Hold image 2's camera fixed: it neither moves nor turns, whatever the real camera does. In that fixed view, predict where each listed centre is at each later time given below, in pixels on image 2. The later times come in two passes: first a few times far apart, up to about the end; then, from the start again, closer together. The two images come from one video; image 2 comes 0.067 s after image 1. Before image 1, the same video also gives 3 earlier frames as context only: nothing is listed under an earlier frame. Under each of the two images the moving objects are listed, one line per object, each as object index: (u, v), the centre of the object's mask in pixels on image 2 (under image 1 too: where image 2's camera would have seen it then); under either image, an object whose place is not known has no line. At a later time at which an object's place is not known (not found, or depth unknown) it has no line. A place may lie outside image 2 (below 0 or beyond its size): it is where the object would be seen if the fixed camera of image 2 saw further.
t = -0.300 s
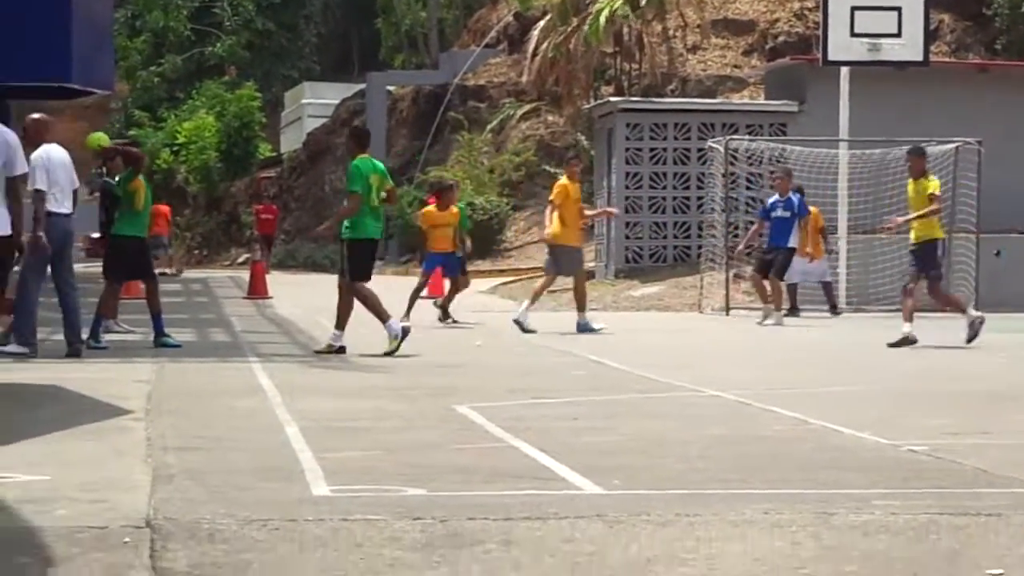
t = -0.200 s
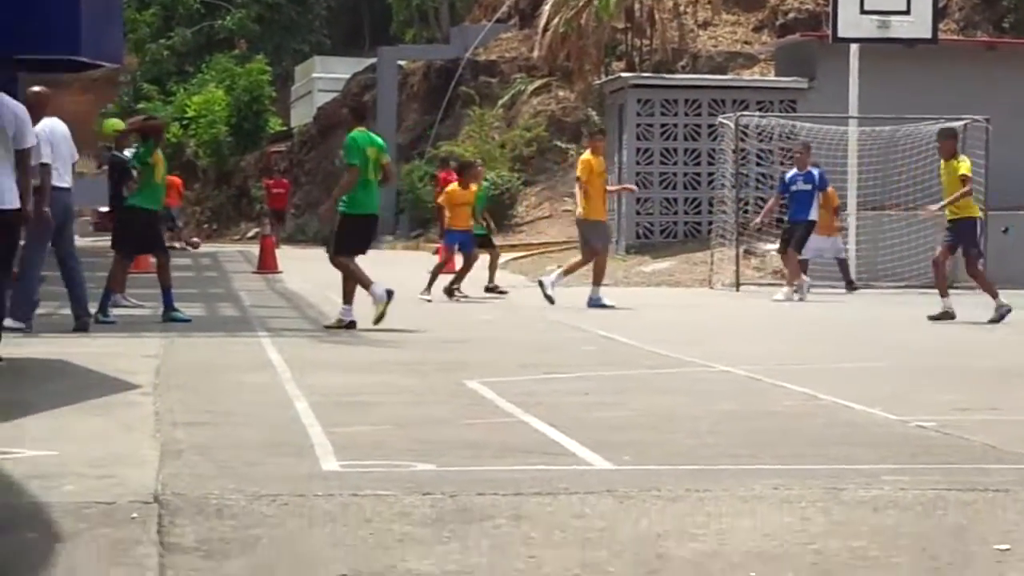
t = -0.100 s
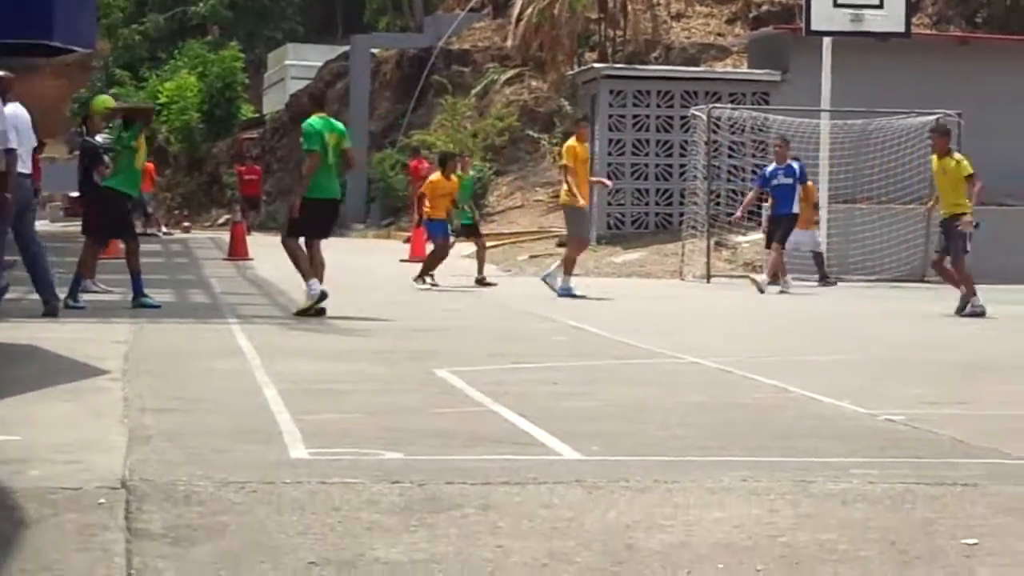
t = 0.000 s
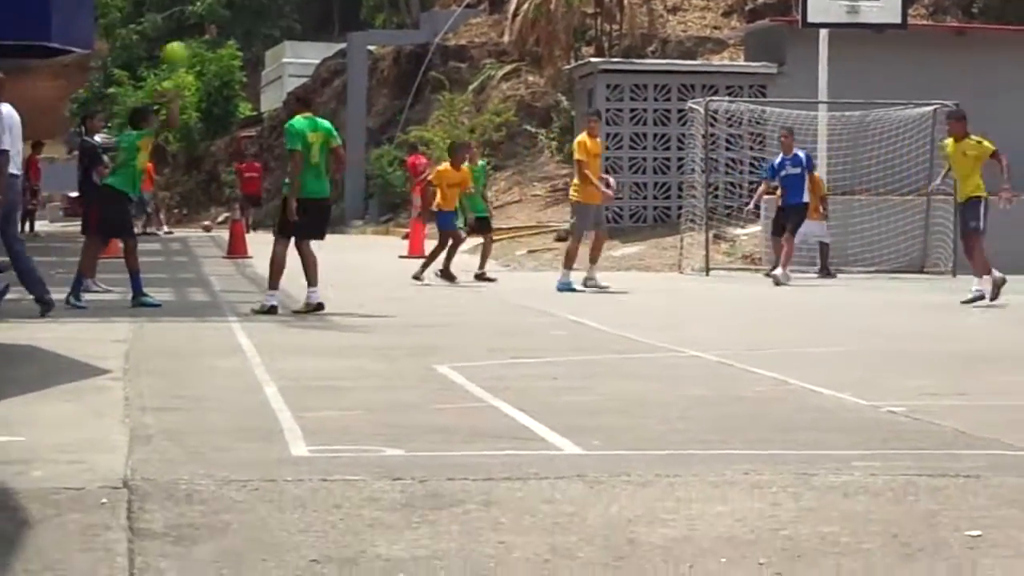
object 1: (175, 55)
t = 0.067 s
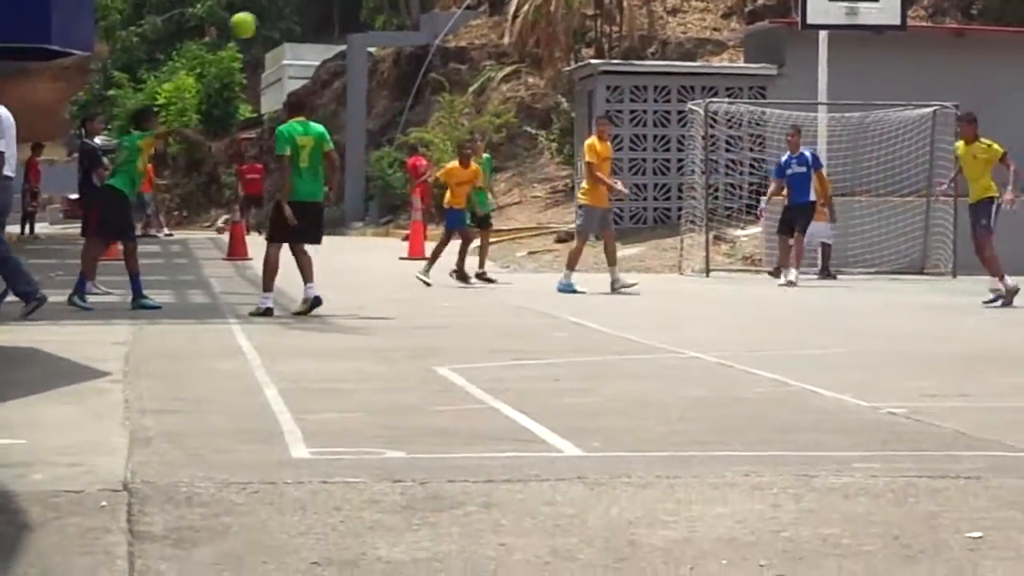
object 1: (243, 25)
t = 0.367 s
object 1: (512, -41)
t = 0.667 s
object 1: (744, 5)
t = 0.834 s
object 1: (855, 68)
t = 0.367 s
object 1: (512, -41)
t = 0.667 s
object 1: (744, 5)
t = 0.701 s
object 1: (767, 15)
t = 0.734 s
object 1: (789, 27)
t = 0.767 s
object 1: (812, 39)
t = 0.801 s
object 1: (834, 54)
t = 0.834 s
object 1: (855, 68)
